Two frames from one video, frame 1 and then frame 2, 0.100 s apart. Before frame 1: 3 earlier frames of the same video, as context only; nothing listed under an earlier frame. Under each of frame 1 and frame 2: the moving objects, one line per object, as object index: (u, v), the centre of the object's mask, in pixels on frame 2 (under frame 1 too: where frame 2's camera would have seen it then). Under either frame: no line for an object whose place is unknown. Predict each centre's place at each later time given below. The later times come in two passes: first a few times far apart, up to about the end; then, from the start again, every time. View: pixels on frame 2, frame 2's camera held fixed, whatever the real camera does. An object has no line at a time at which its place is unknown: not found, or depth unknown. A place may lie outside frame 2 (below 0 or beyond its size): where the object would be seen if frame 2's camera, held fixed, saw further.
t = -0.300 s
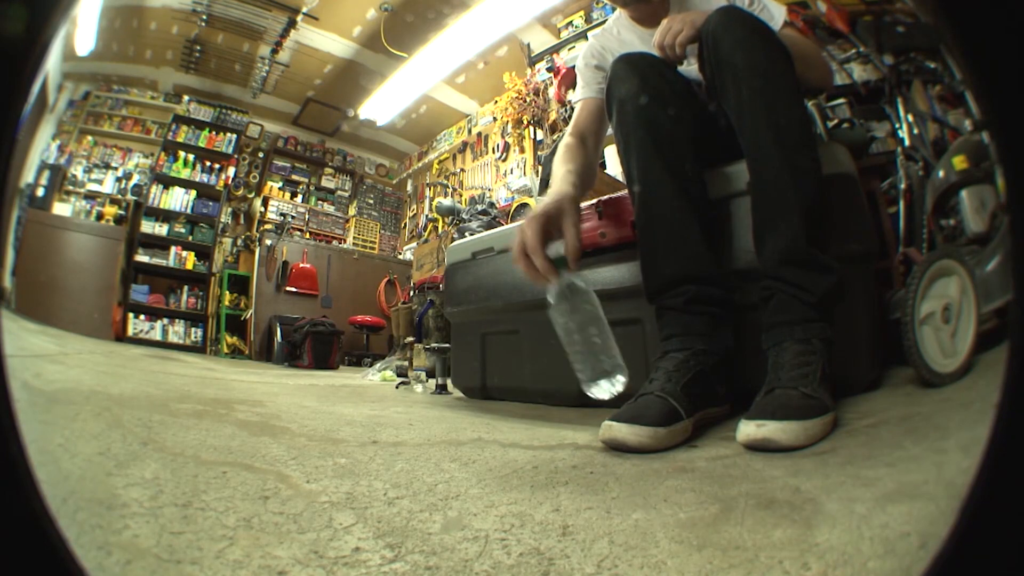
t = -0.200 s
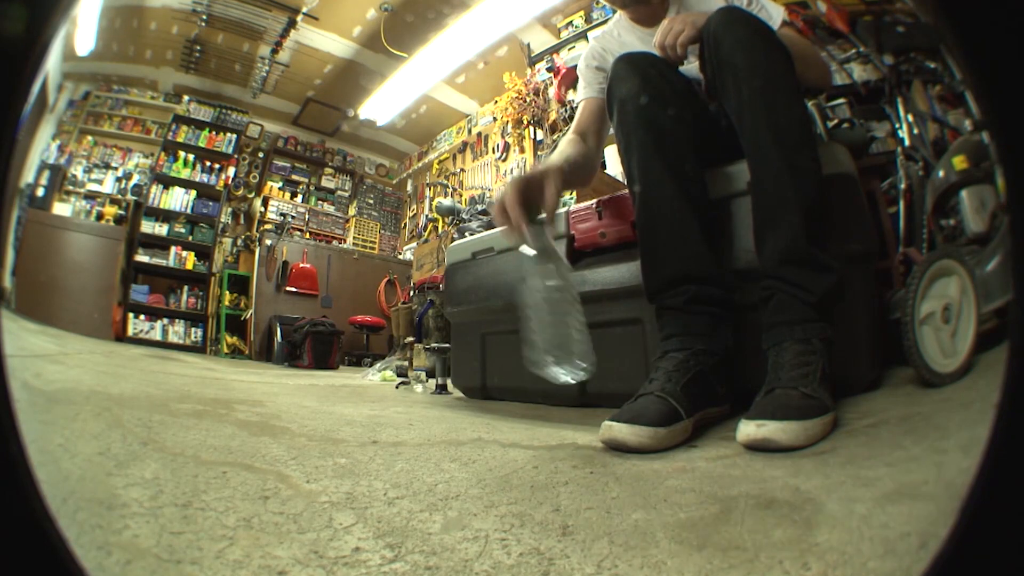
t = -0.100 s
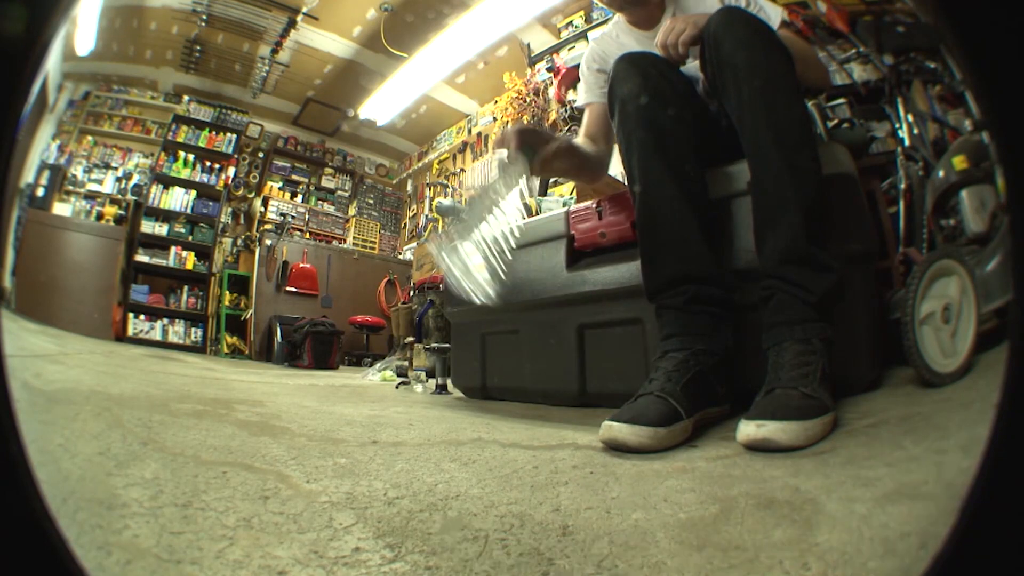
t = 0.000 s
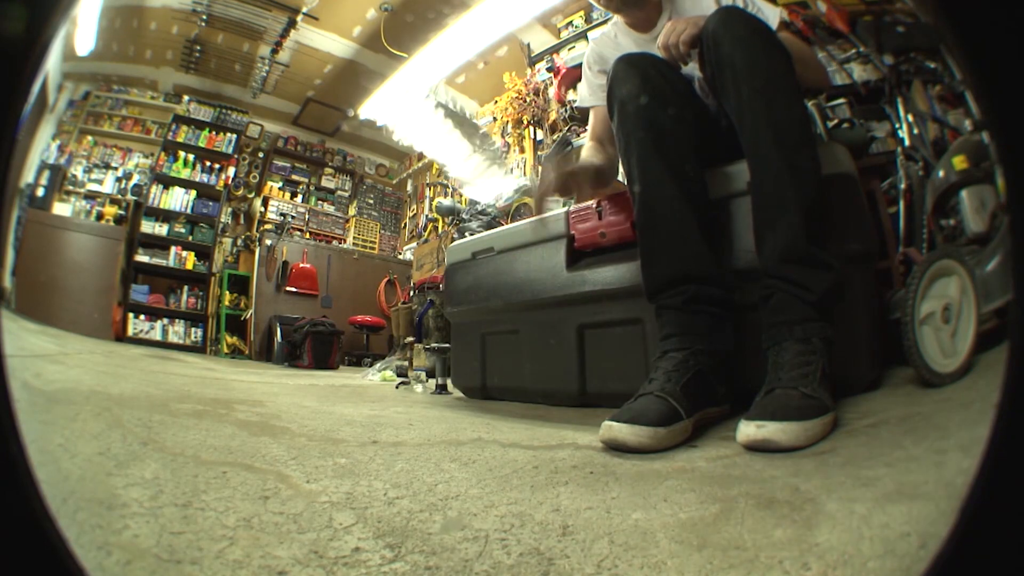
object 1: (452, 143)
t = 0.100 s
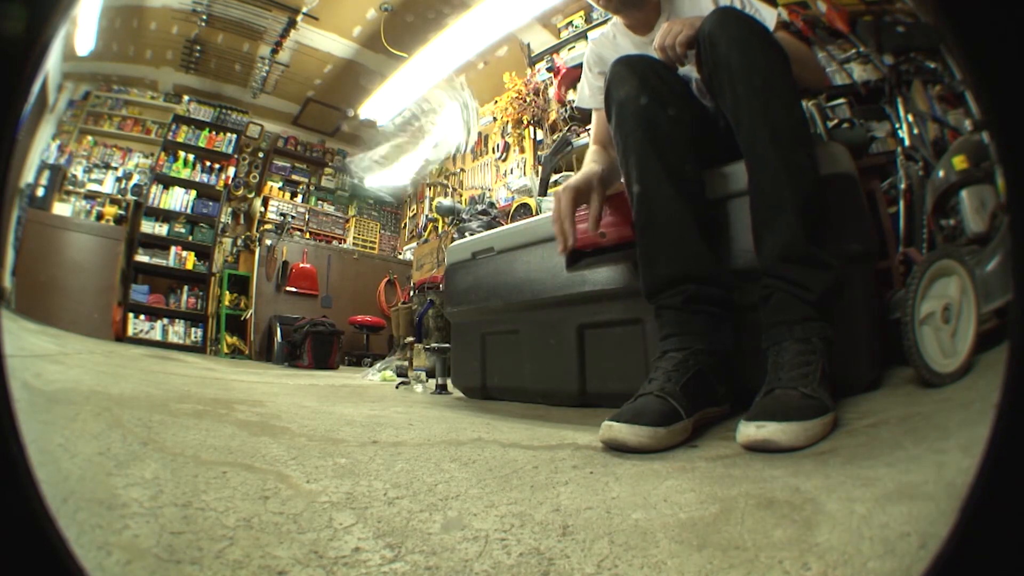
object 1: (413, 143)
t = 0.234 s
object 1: (350, 313)
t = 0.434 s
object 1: (335, 256)
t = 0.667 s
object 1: (301, 329)
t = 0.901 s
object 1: (271, 367)
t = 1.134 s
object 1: (271, 373)
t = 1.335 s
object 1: (274, 373)
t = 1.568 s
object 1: (273, 374)
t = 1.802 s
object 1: (273, 374)
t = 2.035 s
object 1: (274, 374)
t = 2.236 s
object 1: (274, 374)
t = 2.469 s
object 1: (274, 374)
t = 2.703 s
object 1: (274, 374)
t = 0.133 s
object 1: (396, 160)
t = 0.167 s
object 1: (383, 192)
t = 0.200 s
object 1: (370, 241)
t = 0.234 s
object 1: (350, 313)
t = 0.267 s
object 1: (338, 373)
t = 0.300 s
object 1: (337, 338)
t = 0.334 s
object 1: (336, 296)
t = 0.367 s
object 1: (336, 266)
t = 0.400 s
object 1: (336, 257)
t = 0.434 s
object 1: (335, 256)
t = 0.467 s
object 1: (332, 265)
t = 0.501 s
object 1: (328, 290)
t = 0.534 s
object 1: (325, 331)
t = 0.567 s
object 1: (321, 372)
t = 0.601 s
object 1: (315, 358)
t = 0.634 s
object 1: (309, 337)
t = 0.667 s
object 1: (301, 329)
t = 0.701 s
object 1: (293, 337)
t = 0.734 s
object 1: (285, 359)
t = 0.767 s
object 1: (281, 367)
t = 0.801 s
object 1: (279, 356)
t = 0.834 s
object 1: (276, 361)
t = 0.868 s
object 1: (273, 370)
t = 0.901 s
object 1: (271, 367)
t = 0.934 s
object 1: (270, 372)
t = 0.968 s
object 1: (269, 373)
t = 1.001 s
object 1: (269, 373)
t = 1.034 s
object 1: (269, 373)
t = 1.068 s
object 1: (270, 373)
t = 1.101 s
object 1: (271, 373)
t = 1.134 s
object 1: (271, 373)
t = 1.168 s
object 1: (272, 373)
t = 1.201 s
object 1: (272, 373)
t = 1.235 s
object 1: (272, 374)
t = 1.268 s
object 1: (273, 374)
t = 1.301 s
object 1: (273, 373)
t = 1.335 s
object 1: (274, 373)
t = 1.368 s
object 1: (274, 373)
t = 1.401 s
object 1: (274, 373)
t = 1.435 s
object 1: (274, 374)
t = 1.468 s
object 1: (274, 374)
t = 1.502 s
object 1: (274, 374)
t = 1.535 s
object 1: (274, 374)
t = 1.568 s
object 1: (273, 374)
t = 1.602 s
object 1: (273, 374)
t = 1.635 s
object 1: (274, 374)
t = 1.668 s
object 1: (274, 374)
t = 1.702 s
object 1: (274, 374)
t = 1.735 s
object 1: (274, 374)
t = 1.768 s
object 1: (274, 374)
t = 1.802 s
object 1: (273, 374)
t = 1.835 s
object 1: (273, 374)
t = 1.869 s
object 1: (274, 374)
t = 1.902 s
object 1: (274, 374)
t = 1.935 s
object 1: (274, 374)
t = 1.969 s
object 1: (274, 374)
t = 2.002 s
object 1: (274, 374)
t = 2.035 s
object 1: (274, 374)
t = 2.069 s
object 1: (274, 374)
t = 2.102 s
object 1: (274, 374)
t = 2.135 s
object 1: (274, 374)
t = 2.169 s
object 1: (274, 374)
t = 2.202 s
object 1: (274, 374)
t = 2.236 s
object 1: (274, 374)
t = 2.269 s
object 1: (274, 374)
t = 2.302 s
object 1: (274, 374)
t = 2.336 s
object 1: (274, 374)
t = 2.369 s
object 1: (274, 374)
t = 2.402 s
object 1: (274, 374)
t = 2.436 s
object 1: (274, 374)
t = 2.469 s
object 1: (274, 374)
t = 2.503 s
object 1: (274, 374)
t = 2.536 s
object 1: (274, 374)
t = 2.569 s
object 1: (274, 374)
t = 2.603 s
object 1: (274, 374)
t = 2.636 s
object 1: (274, 374)
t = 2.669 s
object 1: (274, 374)
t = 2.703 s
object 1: (274, 374)
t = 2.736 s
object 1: (274, 374)
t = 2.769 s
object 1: (274, 374)
